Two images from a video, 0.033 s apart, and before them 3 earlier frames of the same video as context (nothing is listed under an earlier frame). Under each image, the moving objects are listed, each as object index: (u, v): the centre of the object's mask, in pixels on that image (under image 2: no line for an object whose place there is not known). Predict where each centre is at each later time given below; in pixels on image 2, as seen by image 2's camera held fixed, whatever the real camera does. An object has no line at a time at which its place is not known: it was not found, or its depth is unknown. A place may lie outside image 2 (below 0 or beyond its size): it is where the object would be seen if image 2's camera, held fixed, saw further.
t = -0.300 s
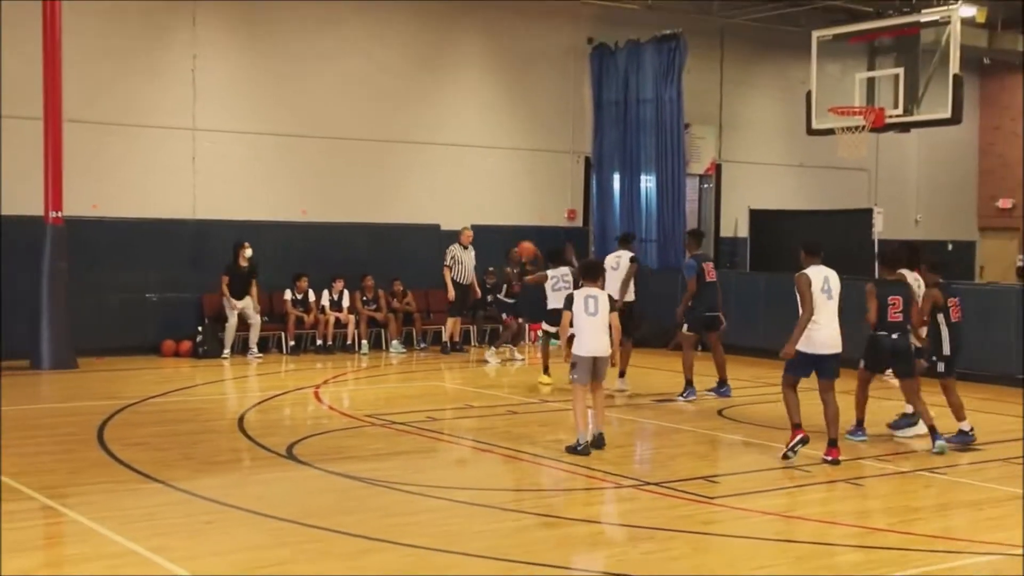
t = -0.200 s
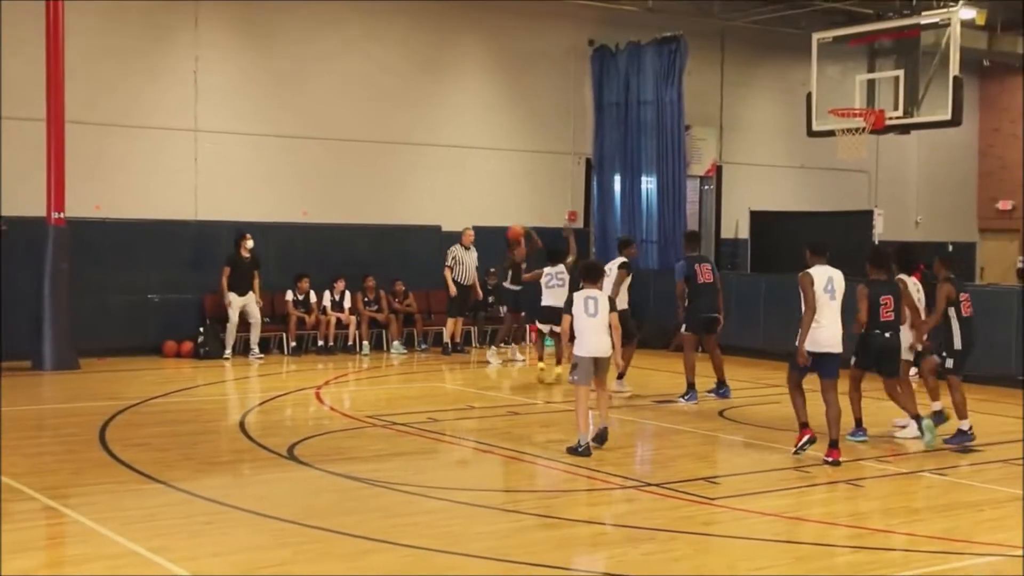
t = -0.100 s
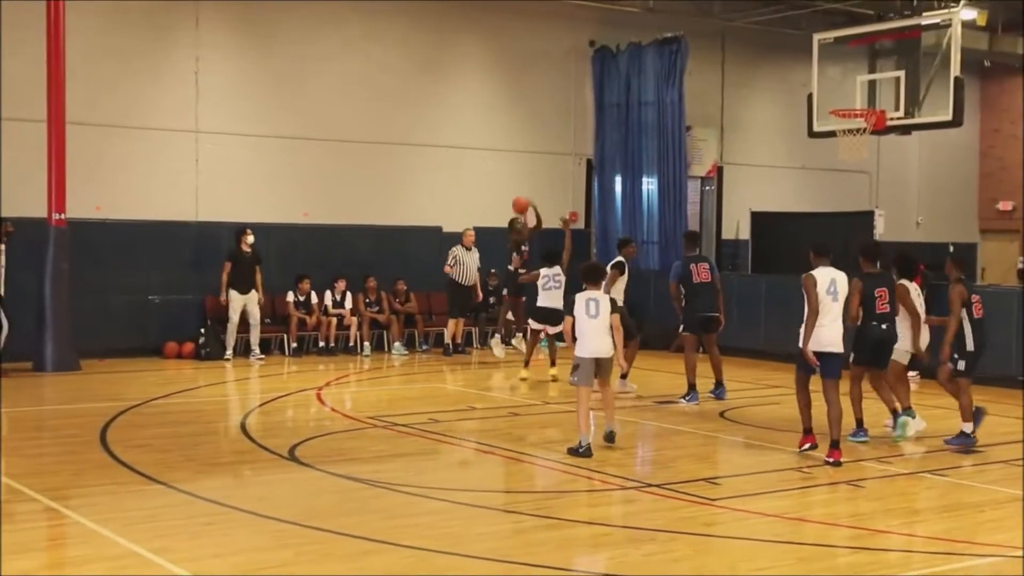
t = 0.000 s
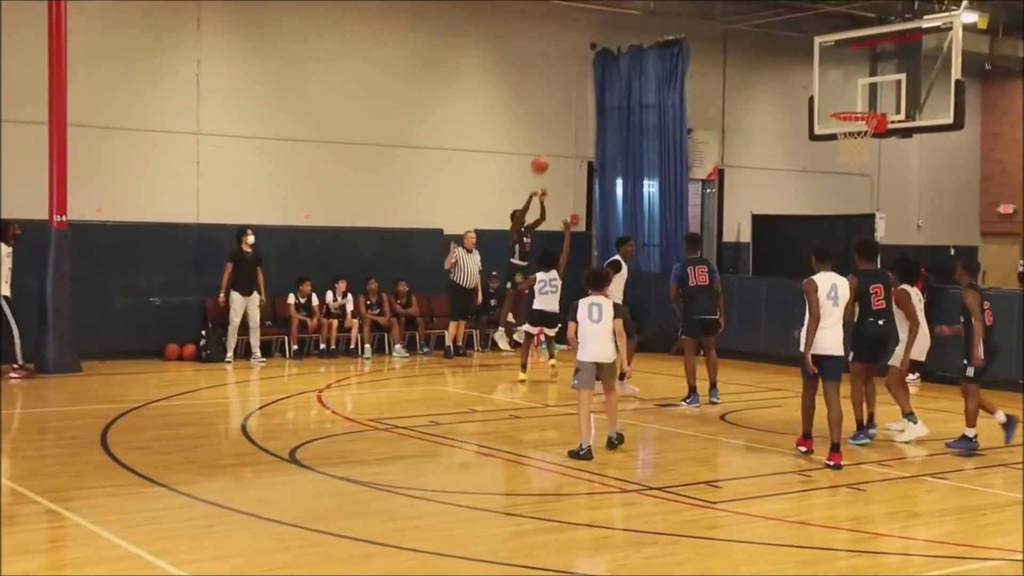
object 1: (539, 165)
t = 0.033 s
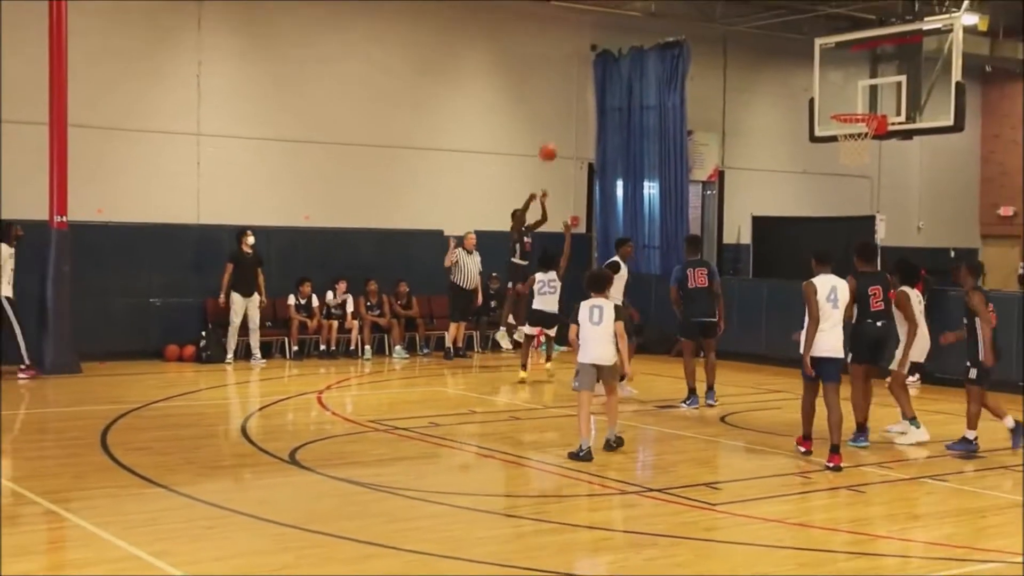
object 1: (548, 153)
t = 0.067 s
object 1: (555, 139)
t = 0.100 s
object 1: (563, 126)
